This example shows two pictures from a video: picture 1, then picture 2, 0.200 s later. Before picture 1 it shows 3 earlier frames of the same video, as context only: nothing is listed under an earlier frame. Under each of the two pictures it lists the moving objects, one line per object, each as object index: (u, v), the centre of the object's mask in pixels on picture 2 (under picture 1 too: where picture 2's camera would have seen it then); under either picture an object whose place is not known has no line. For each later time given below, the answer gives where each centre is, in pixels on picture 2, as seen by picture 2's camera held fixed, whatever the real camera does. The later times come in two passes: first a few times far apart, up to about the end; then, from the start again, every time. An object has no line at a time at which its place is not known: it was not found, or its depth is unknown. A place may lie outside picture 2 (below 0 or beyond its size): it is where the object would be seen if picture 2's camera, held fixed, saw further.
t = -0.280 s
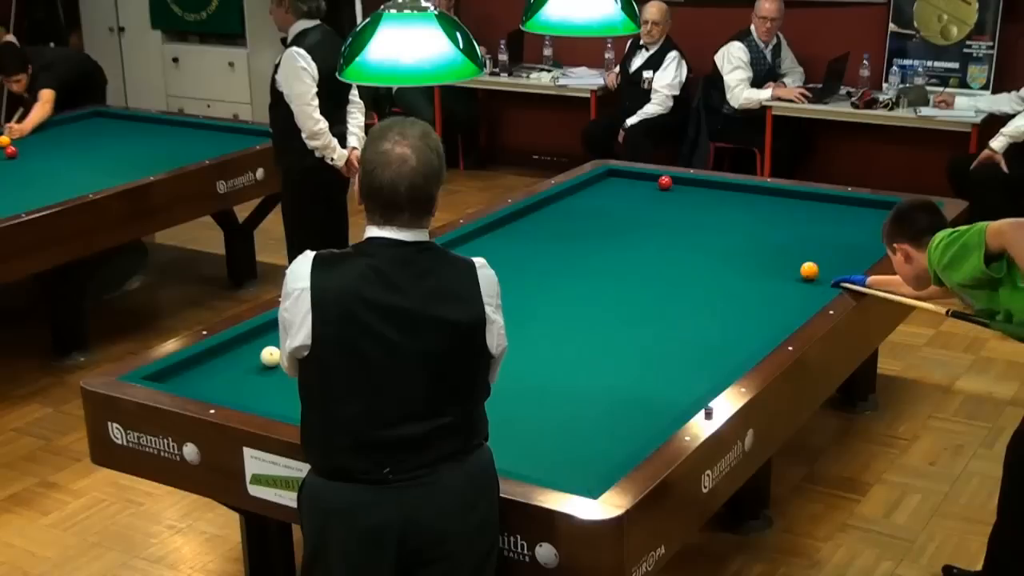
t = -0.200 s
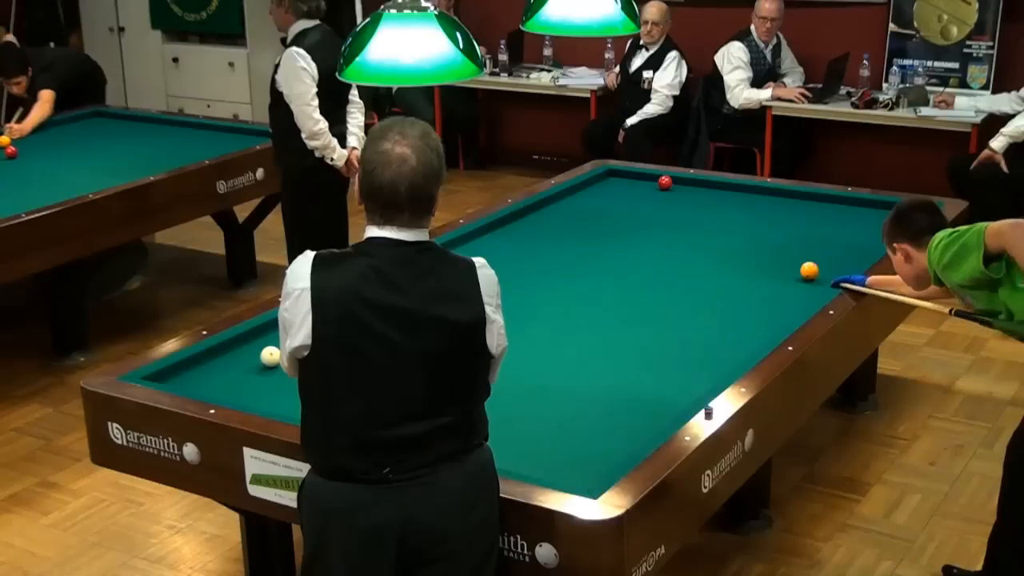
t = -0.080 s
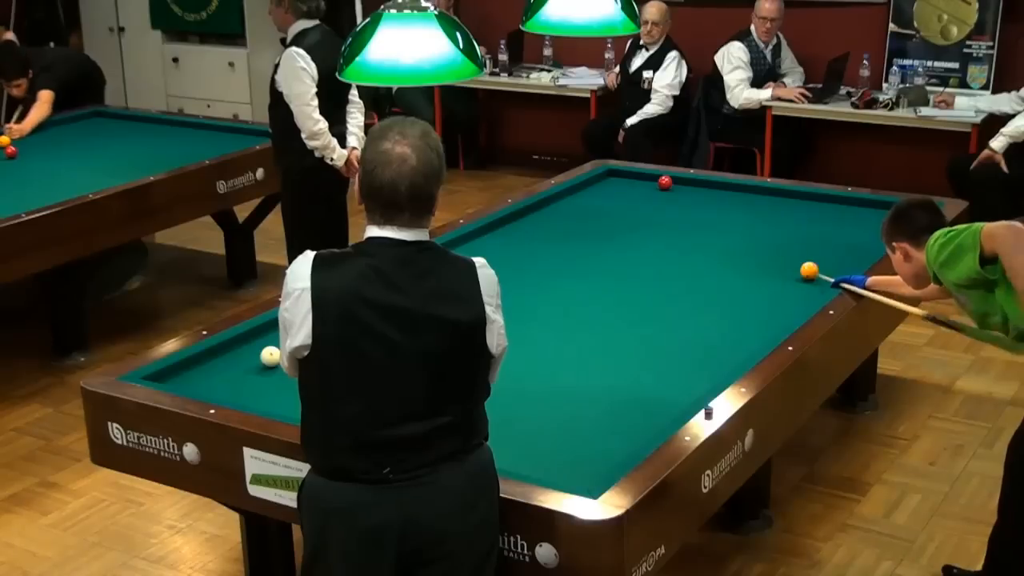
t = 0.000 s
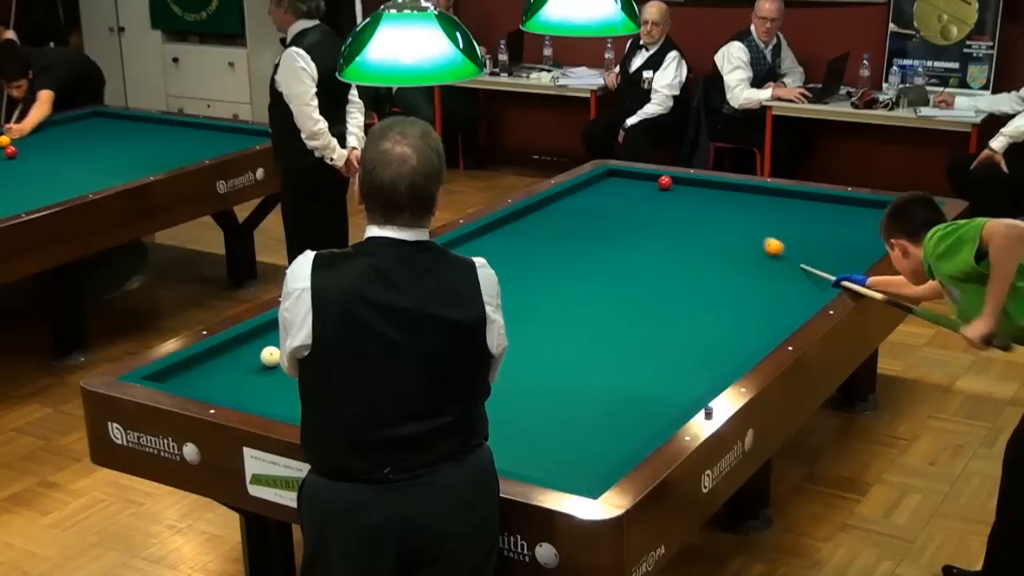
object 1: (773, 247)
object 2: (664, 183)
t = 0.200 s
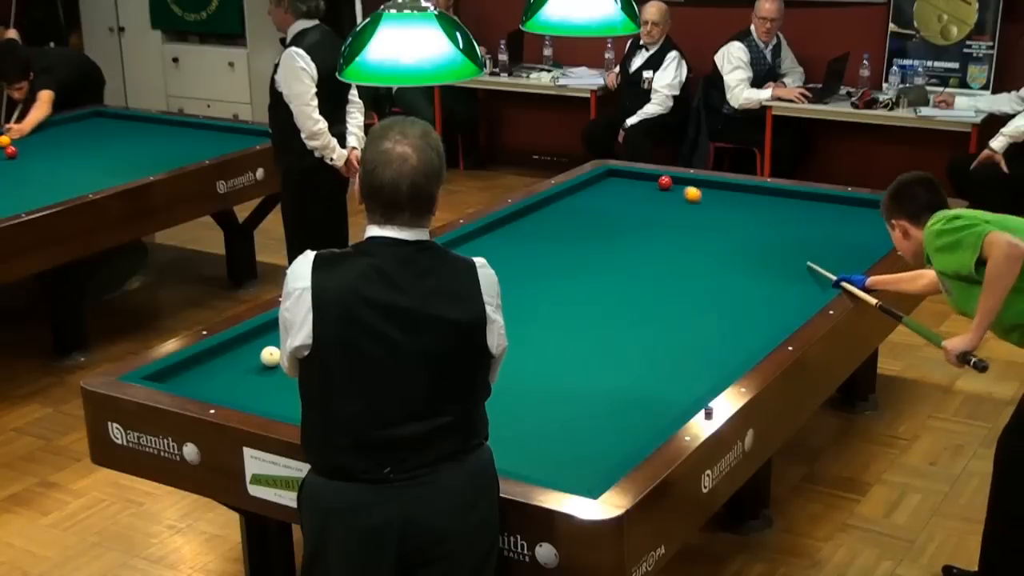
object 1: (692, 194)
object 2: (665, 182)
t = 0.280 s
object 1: (686, 180)
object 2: (645, 180)
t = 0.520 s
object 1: (684, 206)
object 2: (676, 181)
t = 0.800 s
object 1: (689, 236)
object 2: (778, 192)
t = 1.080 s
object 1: (695, 271)
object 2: (876, 203)
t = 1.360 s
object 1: (703, 311)
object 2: (878, 205)
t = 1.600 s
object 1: (709, 352)
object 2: (828, 200)
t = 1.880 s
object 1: (668, 393)
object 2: (776, 195)
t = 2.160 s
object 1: (580, 429)
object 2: (726, 191)
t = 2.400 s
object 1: (498, 459)
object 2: (684, 187)
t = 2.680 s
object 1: (487, 424)
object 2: (639, 182)
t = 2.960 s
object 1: (477, 393)
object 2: (598, 179)
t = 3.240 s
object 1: (467, 366)
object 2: (621, 182)
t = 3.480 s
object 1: (459, 345)
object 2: (640, 185)
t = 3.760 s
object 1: (452, 323)
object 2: (660, 188)
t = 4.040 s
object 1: (445, 304)
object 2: (681, 191)
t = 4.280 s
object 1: (440, 288)
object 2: (697, 194)
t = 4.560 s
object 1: (434, 272)
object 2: (717, 197)
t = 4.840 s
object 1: (429, 257)
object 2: (736, 199)
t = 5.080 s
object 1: (453, 251)
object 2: (752, 202)
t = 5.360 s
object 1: (485, 245)
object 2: (770, 204)
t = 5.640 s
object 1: (515, 239)
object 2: (788, 207)
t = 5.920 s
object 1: (543, 234)
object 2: (805, 210)
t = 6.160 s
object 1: (567, 230)
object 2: (819, 212)
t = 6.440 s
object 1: (592, 225)
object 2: (834, 214)
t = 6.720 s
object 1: (616, 221)
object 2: (849, 217)
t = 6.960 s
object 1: (636, 217)
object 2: (862, 218)
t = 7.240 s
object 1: (658, 213)
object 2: (876, 221)
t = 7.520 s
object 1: (679, 209)
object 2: (889, 223)
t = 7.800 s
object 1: (698, 206)
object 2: (900, 224)
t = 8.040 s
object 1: (714, 203)
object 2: (894, 224)
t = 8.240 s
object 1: (727, 200)
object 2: (890, 224)
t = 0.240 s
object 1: (679, 186)
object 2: (664, 182)
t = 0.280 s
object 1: (686, 180)
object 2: (645, 180)
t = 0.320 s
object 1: (686, 184)
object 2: (623, 176)
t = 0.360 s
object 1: (685, 189)
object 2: (609, 174)
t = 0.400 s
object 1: (685, 193)
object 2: (626, 176)
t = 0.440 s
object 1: (684, 198)
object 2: (643, 178)
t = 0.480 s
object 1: (684, 202)
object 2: (660, 179)
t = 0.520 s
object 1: (684, 206)
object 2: (676, 181)
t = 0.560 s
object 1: (685, 210)
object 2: (692, 183)
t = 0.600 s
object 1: (685, 214)
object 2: (707, 184)
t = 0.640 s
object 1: (686, 219)
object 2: (722, 186)
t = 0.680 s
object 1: (687, 223)
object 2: (736, 187)
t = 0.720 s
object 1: (688, 227)
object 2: (750, 189)
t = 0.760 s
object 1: (688, 232)
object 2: (764, 190)
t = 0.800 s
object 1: (689, 236)
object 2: (778, 192)
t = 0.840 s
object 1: (690, 241)
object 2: (793, 193)
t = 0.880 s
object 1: (691, 246)
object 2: (806, 195)
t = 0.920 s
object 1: (691, 251)
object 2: (820, 197)
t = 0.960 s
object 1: (692, 255)
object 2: (833, 198)
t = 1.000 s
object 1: (693, 260)
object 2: (848, 200)
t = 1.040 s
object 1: (694, 265)
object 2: (861, 202)
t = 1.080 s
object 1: (695, 271)
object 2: (876, 203)
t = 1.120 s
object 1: (696, 276)
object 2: (890, 205)
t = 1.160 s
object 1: (697, 282)
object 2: (905, 207)
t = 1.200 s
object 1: (698, 287)
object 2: (918, 208)
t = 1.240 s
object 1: (699, 293)
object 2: (910, 208)
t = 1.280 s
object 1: (700, 299)
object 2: (898, 207)
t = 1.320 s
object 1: (701, 305)
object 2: (887, 206)
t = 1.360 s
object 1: (703, 311)
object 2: (878, 205)
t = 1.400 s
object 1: (703, 317)
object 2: (868, 204)
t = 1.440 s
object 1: (705, 324)
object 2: (860, 203)
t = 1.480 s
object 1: (706, 330)
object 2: (852, 202)
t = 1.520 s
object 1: (707, 337)
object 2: (844, 202)
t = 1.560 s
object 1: (708, 344)
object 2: (836, 201)
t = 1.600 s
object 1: (709, 352)
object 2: (828, 200)
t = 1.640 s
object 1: (711, 359)
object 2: (821, 199)
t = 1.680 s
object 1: (712, 366)
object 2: (815, 196)
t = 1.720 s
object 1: (713, 373)
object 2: (804, 199)
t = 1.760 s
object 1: (705, 378)
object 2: (798, 198)
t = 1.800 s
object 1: (692, 384)
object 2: (790, 197)
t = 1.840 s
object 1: (680, 388)
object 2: (783, 196)
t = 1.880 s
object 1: (668, 393)
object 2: (776, 195)
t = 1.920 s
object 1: (656, 398)
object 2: (769, 195)
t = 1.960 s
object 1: (643, 403)
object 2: (762, 194)
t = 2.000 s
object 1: (631, 408)
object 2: (754, 193)
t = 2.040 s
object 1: (618, 413)
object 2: (747, 193)
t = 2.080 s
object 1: (606, 418)
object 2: (740, 192)
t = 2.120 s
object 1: (593, 424)
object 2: (733, 191)
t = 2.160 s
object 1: (580, 429)
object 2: (726, 191)
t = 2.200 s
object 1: (566, 434)
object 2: (719, 190)
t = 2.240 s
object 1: (553, 440)
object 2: (712, 189)
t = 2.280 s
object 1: (539, 445)
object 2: (705, 188)
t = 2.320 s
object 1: (525, 451)
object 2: (698, 188)
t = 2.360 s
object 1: (511, 456)
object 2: (691, 187)
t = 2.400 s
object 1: (498, 459)
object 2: (684, 187)
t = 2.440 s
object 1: (494, 456)
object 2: (678, 186)
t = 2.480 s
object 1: (494, 451)
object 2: (671, 185)
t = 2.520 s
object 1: (493, 445)
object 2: (665, 185)
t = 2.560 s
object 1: (492, 439)
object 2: (658, 184)
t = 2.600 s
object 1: (491, 433)
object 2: (652, 183)
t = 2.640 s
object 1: (489, 429)
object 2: (645, 183)
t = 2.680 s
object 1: (487, 424)
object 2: (639, 182)
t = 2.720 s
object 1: (486, 419)
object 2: (632, 182)
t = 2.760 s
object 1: (485, 415)
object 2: (626, 181)
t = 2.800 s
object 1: (483, 410)
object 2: (620, 181)
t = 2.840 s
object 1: (481, 406)
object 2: (614, 180)
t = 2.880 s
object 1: (479, 401)
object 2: (608, 180)
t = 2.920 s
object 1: (478, 397)
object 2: (601, 179)
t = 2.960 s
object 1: (477, 393)
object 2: (598, 179)
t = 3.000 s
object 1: (475, 389)
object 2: (602, 179)
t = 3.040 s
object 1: (474, 385)
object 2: (606, 180)
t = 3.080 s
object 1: (472, 381)
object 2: (609, 180)
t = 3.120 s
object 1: (471, 377)
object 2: (612, 181)
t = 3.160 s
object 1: (470, 373)
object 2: (615, 181)
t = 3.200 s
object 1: (468, 370)
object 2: (618, 182)
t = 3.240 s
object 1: (467, 366)
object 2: (621, 182)
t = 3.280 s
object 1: (466, 362)
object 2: (624, 182)
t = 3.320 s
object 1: (464, 359)
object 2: (627, 183)
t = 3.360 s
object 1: (463, 355)
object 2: (630, 183)
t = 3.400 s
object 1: (462, 352)
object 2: (633, 184)
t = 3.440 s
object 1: (461, 349)
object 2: (636, 184)
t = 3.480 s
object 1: (459, 345)
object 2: (640, 185)
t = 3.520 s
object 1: (458, 342)
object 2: (642, 185)
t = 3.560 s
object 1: (457, 339)
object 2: (645, 186)
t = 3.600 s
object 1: (456, 336)
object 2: (648, 186)
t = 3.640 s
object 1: (455, 332)
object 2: (651, 187)
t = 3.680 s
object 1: (454, 329)
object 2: (654, 187)
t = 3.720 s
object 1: (453, 326)
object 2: (657, 188)
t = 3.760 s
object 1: (452, 323)
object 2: (660, 188)
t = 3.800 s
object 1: (451, 321)
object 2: (663, 188)
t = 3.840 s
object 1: (450, 318)
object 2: (666, 189)
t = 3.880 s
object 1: (449, 315)
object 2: (669, 189)
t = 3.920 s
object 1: (448, 312)
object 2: (672, 190)
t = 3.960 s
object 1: (447, 309)
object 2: (675, 190)
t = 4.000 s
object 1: (446, 307)
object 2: (678, 191)
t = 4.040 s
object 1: (445, 304)
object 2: (681, 191)
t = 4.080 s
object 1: (444, 301)
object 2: (683, 191)
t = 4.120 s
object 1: (443, 299)
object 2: (686, 192)
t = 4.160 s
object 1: (442, 296)
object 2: (689, 192)
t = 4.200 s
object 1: (441, 293)
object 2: (692, 193)
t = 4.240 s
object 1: (441, 291)
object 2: (695, 193)
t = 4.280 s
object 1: (440, 288)
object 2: (697, 194)
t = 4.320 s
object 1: (439, 286)
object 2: (700, 194)
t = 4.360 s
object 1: (438, 283)
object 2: (703, 194)
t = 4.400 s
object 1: (437, 281)
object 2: (706, 195)
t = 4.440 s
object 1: (436, 279)
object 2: (709, 195)
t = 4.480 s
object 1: (435, 276)
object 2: (712, 196)
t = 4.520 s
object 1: (435, 274)
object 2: (715, 196)
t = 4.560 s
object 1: (434, 272)
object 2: (717, 197)
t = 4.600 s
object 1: (433, 270)
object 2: (720, 197)
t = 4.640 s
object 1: (432, 268)
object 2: (723, 197)
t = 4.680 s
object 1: (431, 265)
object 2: (726, 198)
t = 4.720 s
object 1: (431, 263)
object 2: (728, 198)
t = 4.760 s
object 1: (430, 261)
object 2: (731, 198)
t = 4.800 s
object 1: (429, 259)
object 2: (734, 199)
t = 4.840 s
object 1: (429, 257)
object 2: (736, 199)
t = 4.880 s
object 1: (429, 255)
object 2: (739, 200)
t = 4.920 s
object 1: (434, 254)
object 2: (742, 200)
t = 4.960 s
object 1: (438, 253)
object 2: (744, 201)
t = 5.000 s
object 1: (443, 252)
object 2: (747, 201)
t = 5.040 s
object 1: (448, 252)
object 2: (750, 201)
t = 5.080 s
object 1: (453, 251)
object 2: (752, 202)
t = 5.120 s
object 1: (457, 250)
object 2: (755, 202)
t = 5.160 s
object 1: (462, 249)
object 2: (758, 202)
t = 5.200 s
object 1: (467, 248)
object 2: (760, 203)
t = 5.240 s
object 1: (471, 247)
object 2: (763, 203)
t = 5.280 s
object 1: (476, 247)
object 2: (766, 203)
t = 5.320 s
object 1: (480, 246)
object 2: (768, 204)
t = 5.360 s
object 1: (485, 245)
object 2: (770, 204)
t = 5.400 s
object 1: (489, 244)
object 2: (773, 205)
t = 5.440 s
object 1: (494, 243)
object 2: (775, 205)
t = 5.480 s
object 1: (498, 243)
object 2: (778, 205)
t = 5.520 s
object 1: (502, 242)
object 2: (781, 206)
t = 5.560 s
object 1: (506, 241)
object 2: (783, 206)
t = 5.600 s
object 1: (511, 240)
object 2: (786, 206)
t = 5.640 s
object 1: (515, 239)
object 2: (788, 207)
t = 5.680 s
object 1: (519, 239)
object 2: (790, 207)
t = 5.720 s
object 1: (523, 238)
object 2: (793, 208)
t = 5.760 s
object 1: (527, 237)
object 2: (795, 208)
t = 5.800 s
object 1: (531, 236)
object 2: (798, 209)
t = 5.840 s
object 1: (535, 235)
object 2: (800, 209)
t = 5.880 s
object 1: (540, 235)
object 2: (803, 209)
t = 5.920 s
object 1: (543, 234)
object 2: (805, 210)
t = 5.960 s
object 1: (547, 233)
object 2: (807, 210)
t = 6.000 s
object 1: (551, 233)
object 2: (810, 210)
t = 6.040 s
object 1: (555, 232)
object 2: (812, 211)
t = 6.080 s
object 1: (559, 231)
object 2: (814, 211)
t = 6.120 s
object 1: (563, 231)
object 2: (817, 212)
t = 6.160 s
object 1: (567, 230)
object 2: (819, 212)
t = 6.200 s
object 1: (570, 229)
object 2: (821, 213)
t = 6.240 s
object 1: (574, 228)
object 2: (823, 213)
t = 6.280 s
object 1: (578, 228)
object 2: (826, 213)
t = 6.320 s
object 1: (581, 227)
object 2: (828, 213)
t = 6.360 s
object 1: (585, 227)
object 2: (830, 214)
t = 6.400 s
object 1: (589, 226)
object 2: (832, 214)
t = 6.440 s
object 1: (592, 225)
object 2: (834, 214)
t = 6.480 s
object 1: (596, 224)
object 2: (837, 215)
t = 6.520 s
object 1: (599, 224)
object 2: (839, 215)
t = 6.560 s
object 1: (603, 223)
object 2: (841, 216)
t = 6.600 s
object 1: (606, 222)
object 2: (843, 216)
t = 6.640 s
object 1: (609, 222)
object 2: (845, 216)
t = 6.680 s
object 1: (613, 221)
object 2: (847, 217)
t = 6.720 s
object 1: (616, 221)
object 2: (849, 217)
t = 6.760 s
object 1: (620, 220)
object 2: (852, 217)
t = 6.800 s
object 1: (623, 219)
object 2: (854, 218)
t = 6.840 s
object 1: (626, 219)
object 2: (856, 218)
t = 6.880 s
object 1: (630, 218)
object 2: (858, 218)
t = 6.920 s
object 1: (633, 217)
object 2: (860, 218)
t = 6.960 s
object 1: (636, 217)
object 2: (862, 218)
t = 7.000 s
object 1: (639, 216)
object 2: (864, 219)
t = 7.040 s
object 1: (643, 216)
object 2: (866, 219)
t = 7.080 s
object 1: (645, 215)
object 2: (868, 219)
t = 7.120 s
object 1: (649, 215)
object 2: (870, 220)
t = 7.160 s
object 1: (652, 214)
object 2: (871, 220)
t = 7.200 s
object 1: (655, 213)
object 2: (874, 220)
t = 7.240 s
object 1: (658, 213)
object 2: (876, 221)
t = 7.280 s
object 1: (661, 212)
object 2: (878, 221)
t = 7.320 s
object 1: (664, 212)
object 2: (879, 221)
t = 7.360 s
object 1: (667, 211)
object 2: (881, 222)
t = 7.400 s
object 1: (670, 211)
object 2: (883, 222)
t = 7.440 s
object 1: (673, 210)
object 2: (885, 222)
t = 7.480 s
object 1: (676, 210)
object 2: (887, 223)
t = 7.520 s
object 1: (679, 209)
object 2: (889, 223)
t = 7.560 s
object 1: (681, 209)
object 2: (890, 223)
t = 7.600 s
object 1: (684, 208)
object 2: (893, 223)
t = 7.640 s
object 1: (687, 207)
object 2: (894, 224)
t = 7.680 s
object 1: (690, 207)
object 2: (896, 224)
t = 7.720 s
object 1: (693, 206)
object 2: (897, 224)
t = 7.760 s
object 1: (695, 206)
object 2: (899, 224)
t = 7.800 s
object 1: (698, 206)
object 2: (900, 224)
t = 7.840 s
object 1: (701, 205)
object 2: (899, 224)
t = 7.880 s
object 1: (704, 205)
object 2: (898, 224)
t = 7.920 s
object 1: (706, 204)
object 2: (897, 224)
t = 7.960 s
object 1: (709, 204)
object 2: (896, 224)
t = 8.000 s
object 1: (712, 203)
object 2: (895, 224)
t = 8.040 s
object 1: (714, 203)
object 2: (894, 224)
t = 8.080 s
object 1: (717, 202)
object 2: (894, 224)
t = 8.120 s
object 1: (720, 202)
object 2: (892, 224)
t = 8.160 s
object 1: (722, 201)
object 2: (892, 224)
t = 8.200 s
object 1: (725, 201)
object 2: (891, 224)
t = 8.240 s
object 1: (727, 200)
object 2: (890, 224)
